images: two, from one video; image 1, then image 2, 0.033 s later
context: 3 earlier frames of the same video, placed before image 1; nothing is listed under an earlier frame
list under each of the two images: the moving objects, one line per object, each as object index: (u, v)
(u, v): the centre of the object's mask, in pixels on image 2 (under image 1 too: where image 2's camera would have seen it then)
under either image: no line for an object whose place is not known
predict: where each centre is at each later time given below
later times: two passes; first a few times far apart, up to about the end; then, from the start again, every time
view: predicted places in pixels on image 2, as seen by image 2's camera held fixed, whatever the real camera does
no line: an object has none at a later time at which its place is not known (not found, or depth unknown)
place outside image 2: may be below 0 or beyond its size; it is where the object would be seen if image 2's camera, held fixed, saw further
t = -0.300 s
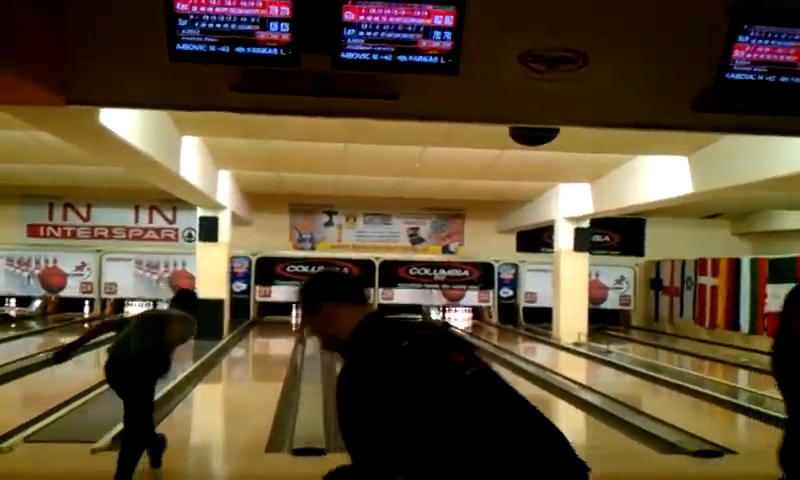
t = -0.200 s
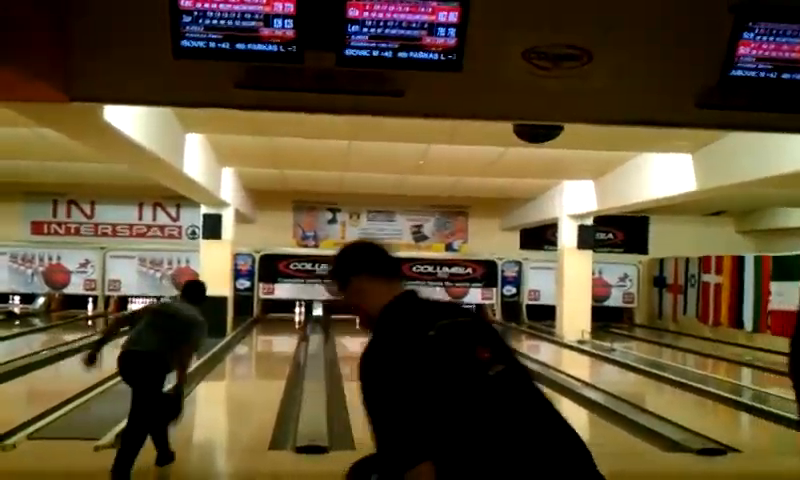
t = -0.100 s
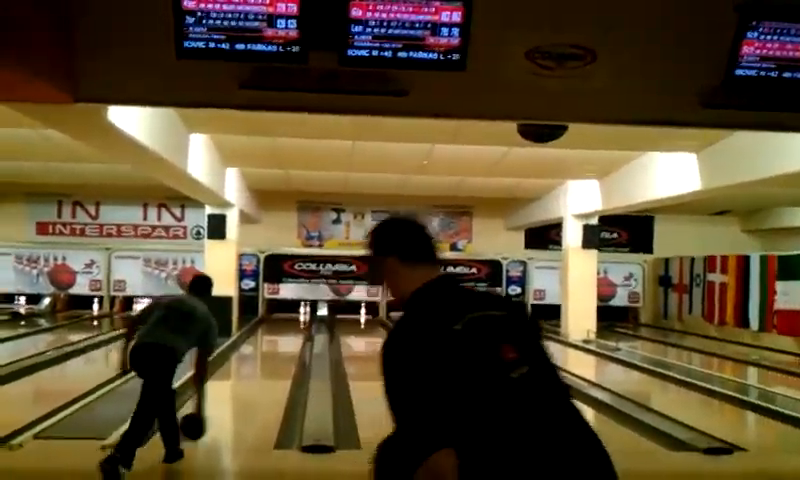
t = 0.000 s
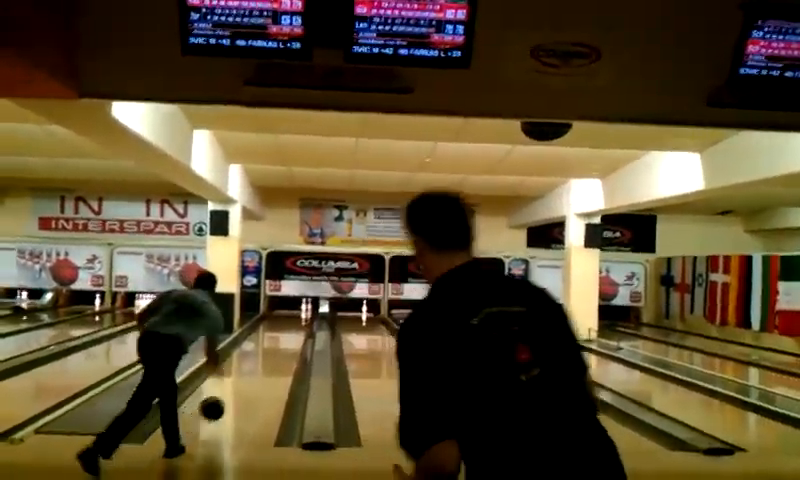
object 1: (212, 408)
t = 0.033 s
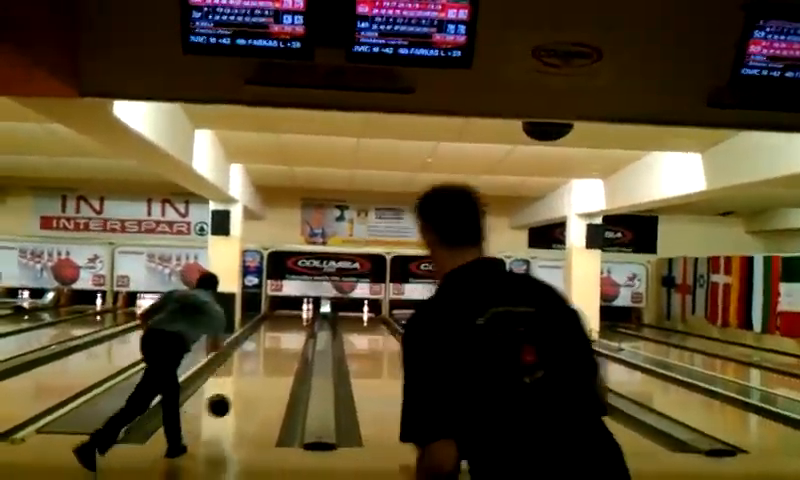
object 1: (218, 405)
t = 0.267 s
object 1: (244, 389)
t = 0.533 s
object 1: (266, 364)
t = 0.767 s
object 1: (278, 350)
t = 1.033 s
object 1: (288, 337)
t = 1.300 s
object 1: (296, 330)
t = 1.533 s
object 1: (299, 325)
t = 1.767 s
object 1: (305, 319)
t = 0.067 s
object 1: (224, 402)
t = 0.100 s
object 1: (226, 402)
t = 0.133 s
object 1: (230, 403)
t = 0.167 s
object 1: (236, 401)
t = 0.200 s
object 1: (237, 397)
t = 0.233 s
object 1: (240, 393)
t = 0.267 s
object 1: (244, 389)
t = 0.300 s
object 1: (251, 385)
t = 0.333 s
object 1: (253, 381)
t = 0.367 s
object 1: (255, 378)
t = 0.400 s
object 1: (256, 375)
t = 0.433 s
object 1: (260, 372)
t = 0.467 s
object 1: (263, 369)
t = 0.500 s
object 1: (264, 366)
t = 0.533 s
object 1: (266, 364)
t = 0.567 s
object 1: (269, 361)
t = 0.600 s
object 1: (270, 360)
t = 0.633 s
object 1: (271, 358)
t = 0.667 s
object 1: (274, 355)
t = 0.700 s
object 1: (275, 354)
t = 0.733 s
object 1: (276, 352)
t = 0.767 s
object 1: (278, 350)
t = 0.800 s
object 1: (279, 349)
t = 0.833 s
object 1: (280, 347)
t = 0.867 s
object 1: (282, 345)
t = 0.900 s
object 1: (284, 343)
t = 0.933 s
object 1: (285, 342)
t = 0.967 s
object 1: (286, 340)
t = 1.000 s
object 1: (287, 339)
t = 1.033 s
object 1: (288, 337)
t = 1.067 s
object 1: (289, 336)
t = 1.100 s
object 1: (290, 335)
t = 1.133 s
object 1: (291, 334)
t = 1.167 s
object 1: (292, 333)
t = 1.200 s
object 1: (293, 332)
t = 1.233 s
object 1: (294, 331)
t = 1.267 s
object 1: (295, 330)
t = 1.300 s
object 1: (296, 330)
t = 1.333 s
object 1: (297, 329)
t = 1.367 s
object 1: (297, 329)
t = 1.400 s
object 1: (297, 328)
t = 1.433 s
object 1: (298, 327)
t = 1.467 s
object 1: (298, 327)
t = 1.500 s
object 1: (299, 326)
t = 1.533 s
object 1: (299, 325)
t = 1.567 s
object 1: (301, 324)
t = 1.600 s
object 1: (302, 323)
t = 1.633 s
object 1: (303, 322)
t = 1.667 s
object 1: (303, 322)
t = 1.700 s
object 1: (303, 321)
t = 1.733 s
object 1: (305, 320)
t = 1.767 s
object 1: (305, 319)
